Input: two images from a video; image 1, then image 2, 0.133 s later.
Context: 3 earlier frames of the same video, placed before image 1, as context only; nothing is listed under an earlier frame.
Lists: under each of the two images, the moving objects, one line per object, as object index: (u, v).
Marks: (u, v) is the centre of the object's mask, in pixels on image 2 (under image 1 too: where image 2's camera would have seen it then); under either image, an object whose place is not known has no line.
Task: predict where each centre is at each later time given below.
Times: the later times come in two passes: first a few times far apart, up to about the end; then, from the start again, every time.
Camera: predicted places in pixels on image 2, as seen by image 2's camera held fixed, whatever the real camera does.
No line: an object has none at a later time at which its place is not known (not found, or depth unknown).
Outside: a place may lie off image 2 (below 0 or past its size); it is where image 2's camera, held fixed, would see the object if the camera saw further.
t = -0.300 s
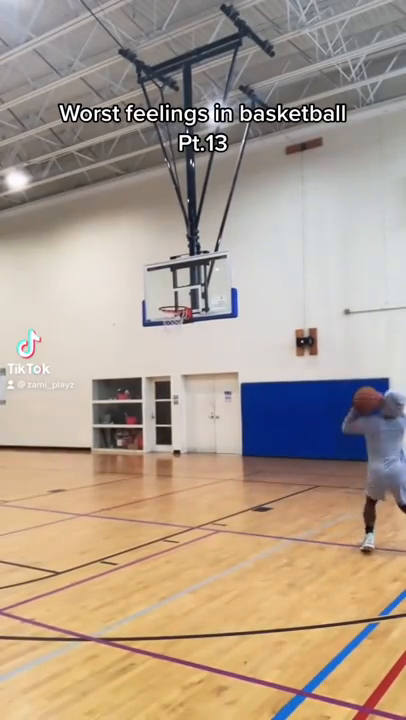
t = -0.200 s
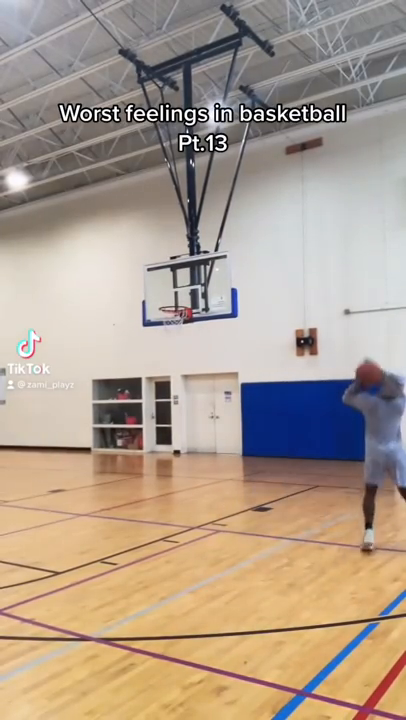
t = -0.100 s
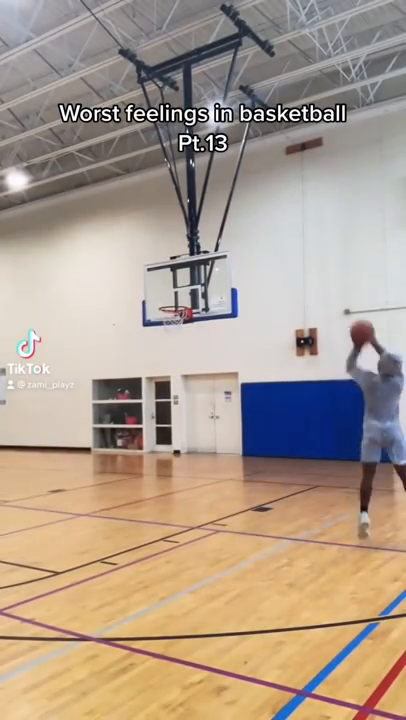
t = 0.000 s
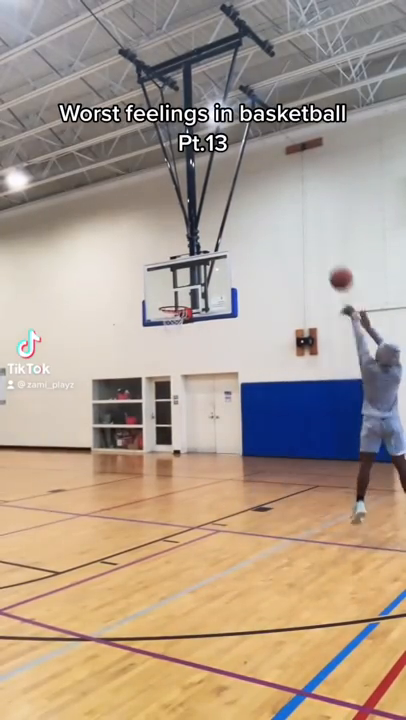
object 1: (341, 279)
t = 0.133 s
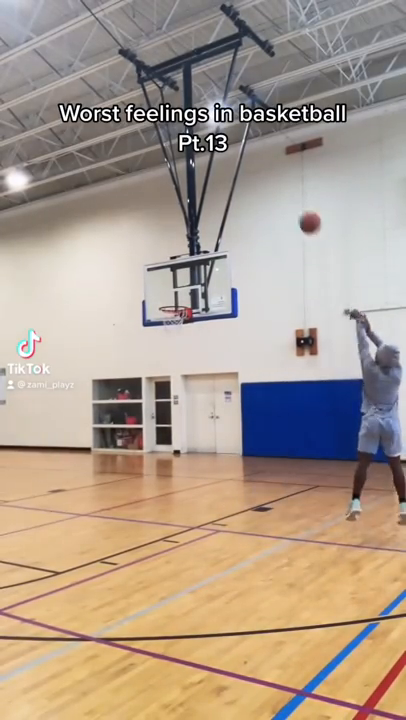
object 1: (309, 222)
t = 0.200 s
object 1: (296, 203)
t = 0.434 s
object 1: (256, 170)
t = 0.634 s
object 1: (228, 174)
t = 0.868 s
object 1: (203, 212)
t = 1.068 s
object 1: (183, 263)
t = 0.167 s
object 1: (303, 212)
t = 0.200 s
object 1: (296, 203)
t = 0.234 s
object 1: (290, 195)
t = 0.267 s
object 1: (284, 188)
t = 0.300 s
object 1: (277, 183)
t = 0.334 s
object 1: (272, 179)
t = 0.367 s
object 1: (266, 175)
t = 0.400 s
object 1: (261, 172)
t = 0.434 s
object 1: (256, 170)
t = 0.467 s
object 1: (251, 169)
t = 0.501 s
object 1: (247, 169)
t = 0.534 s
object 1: (242, 169)
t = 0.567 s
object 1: (237, 169)
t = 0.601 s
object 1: (233, 172)
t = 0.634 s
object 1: (228, 174)
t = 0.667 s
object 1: (224, 178)
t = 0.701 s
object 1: (221, 183)
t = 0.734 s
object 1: (216, 187)
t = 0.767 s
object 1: (213, 192)
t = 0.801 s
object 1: (209, 199)
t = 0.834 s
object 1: (206, 205)
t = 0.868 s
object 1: (203, 212)
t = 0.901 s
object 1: (200, 219)
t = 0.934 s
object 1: (196, 226)
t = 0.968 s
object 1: (193, 234)
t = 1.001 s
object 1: (189, 245)
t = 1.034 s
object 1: (186, 254)
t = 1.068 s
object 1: (183, 263)
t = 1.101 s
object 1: (181, 273)
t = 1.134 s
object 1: (178, 284)
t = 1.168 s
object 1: (176, 296)
